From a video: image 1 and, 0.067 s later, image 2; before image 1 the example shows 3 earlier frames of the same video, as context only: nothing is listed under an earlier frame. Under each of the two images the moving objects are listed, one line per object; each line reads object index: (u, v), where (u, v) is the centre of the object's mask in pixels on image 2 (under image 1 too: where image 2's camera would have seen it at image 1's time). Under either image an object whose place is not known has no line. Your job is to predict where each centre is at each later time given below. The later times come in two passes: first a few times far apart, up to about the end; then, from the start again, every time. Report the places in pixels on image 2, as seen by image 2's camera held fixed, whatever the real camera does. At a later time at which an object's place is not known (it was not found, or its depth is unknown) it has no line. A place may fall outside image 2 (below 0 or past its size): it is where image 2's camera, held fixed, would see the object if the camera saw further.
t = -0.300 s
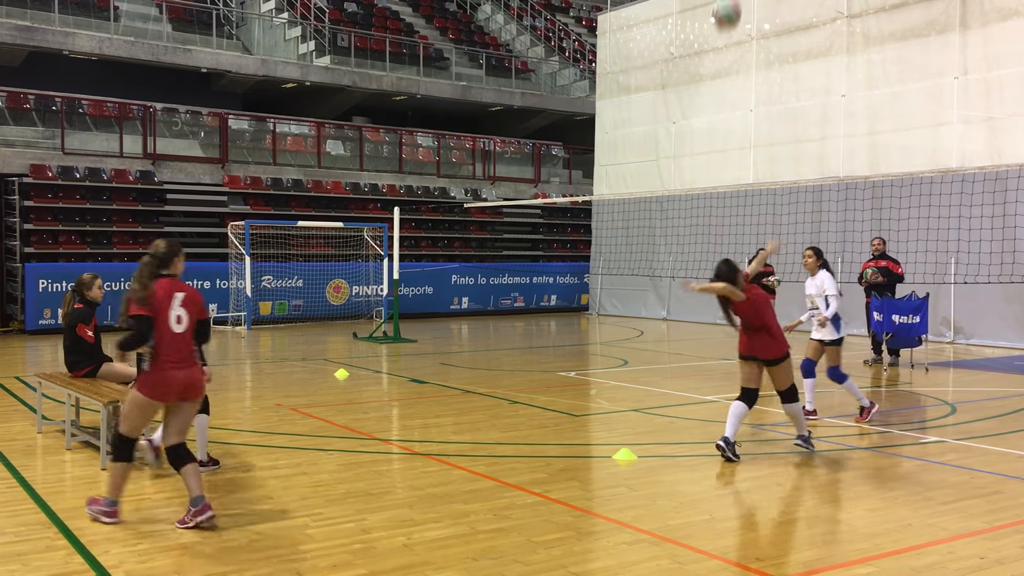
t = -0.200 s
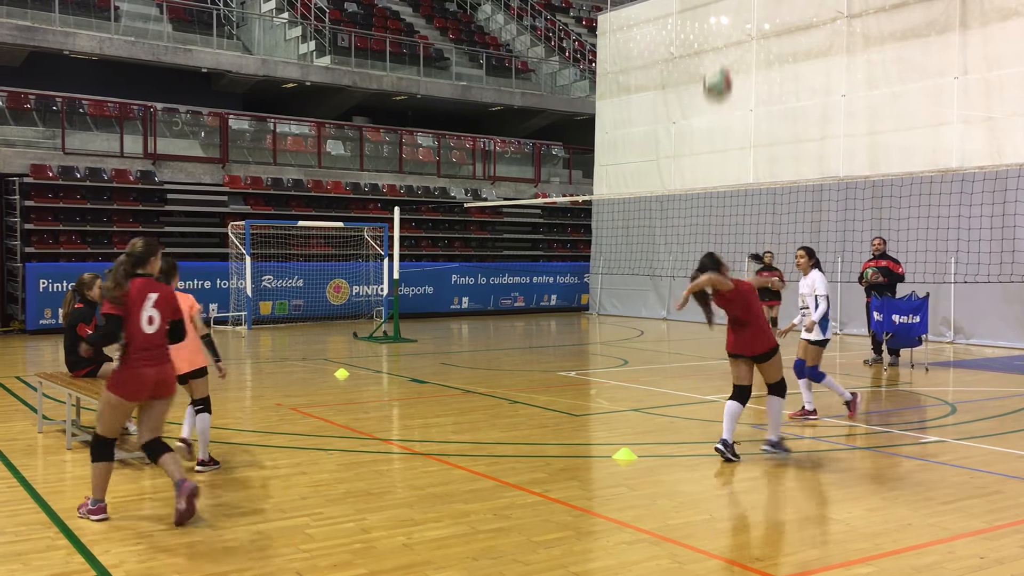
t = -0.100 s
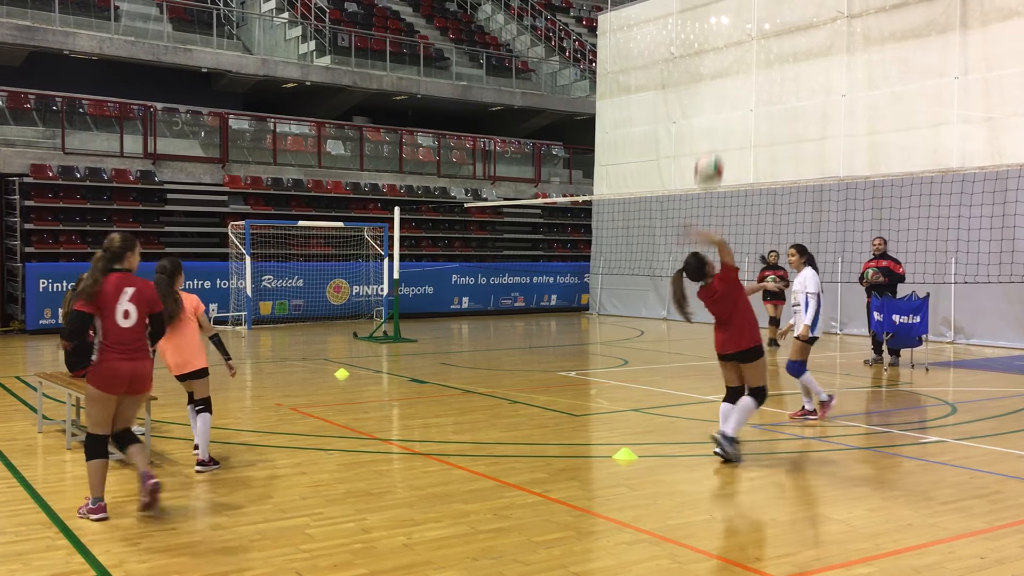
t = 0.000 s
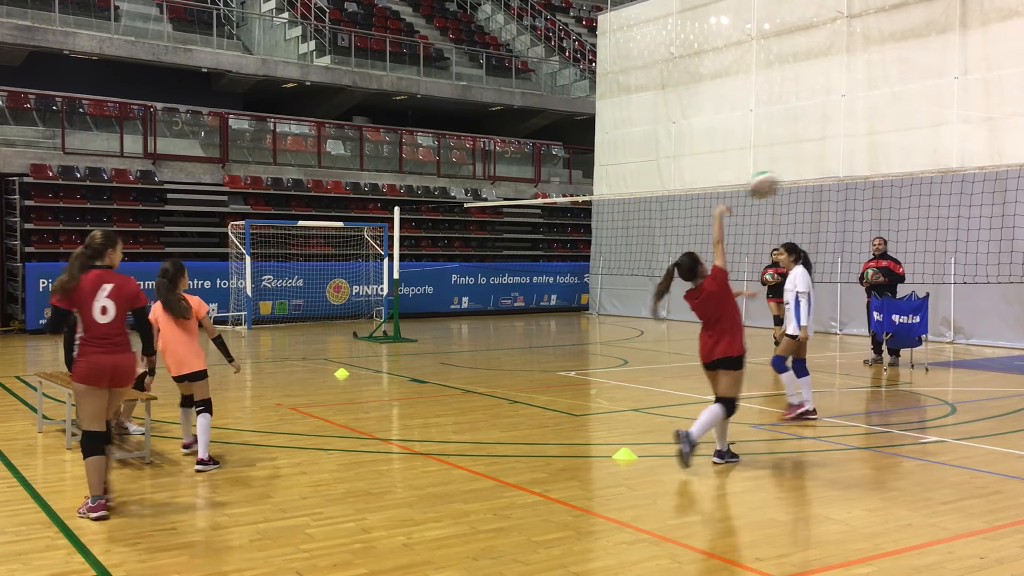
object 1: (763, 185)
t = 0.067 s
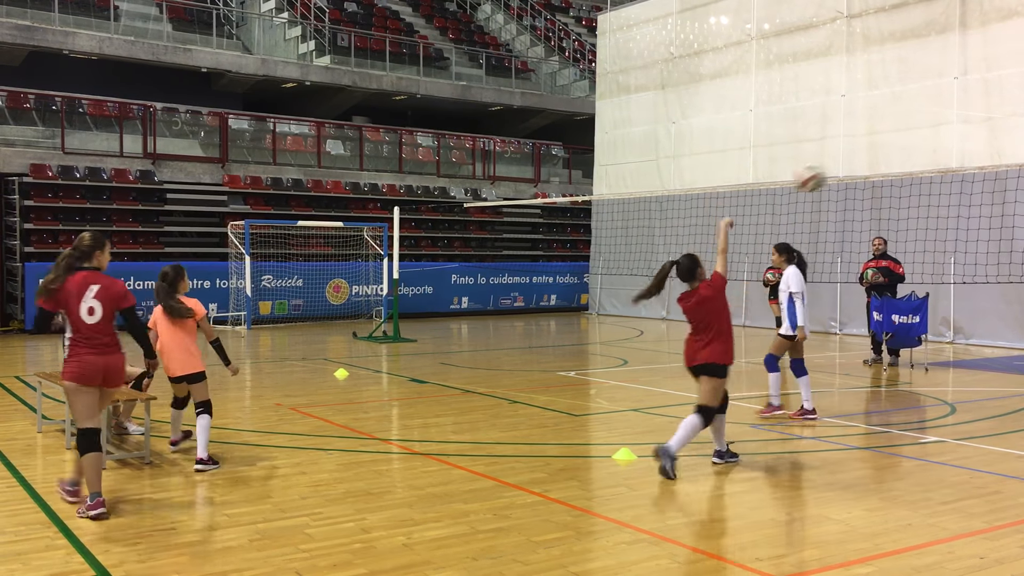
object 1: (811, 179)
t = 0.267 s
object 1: (930, 194)
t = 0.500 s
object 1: (956, 222)
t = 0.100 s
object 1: (832, 177)
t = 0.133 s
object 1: (854, 179)
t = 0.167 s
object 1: (875, 180)
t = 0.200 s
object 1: (893, 184)
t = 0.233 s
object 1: (911, 188)
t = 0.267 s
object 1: (930, 194)
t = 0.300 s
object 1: (941, 194)
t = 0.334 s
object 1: (948, 193)
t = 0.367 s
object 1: (951, 195)
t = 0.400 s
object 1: (954, 200)
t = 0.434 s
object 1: (955, 206)
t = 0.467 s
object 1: (956, 213)
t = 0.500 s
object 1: (956, 222)
